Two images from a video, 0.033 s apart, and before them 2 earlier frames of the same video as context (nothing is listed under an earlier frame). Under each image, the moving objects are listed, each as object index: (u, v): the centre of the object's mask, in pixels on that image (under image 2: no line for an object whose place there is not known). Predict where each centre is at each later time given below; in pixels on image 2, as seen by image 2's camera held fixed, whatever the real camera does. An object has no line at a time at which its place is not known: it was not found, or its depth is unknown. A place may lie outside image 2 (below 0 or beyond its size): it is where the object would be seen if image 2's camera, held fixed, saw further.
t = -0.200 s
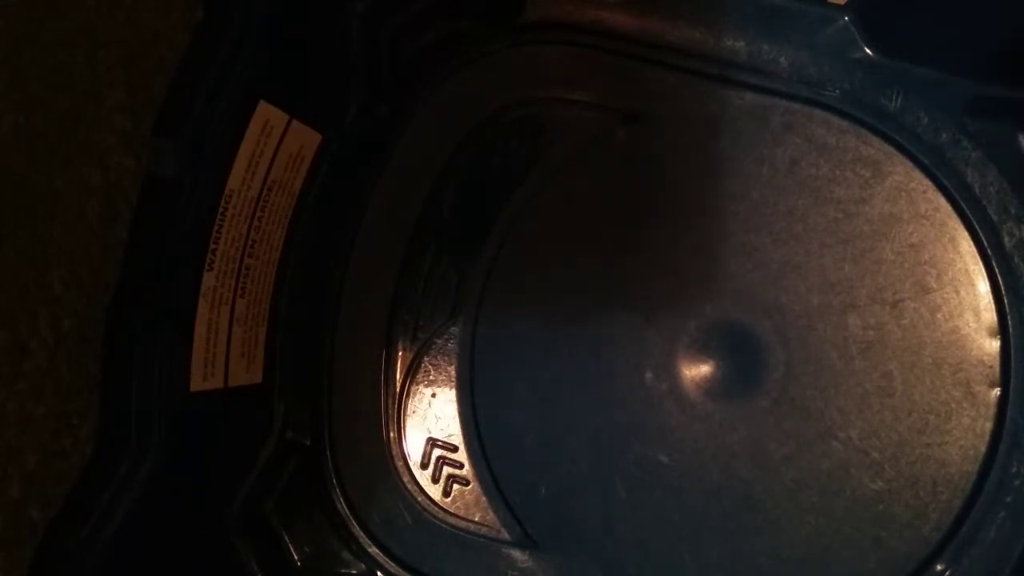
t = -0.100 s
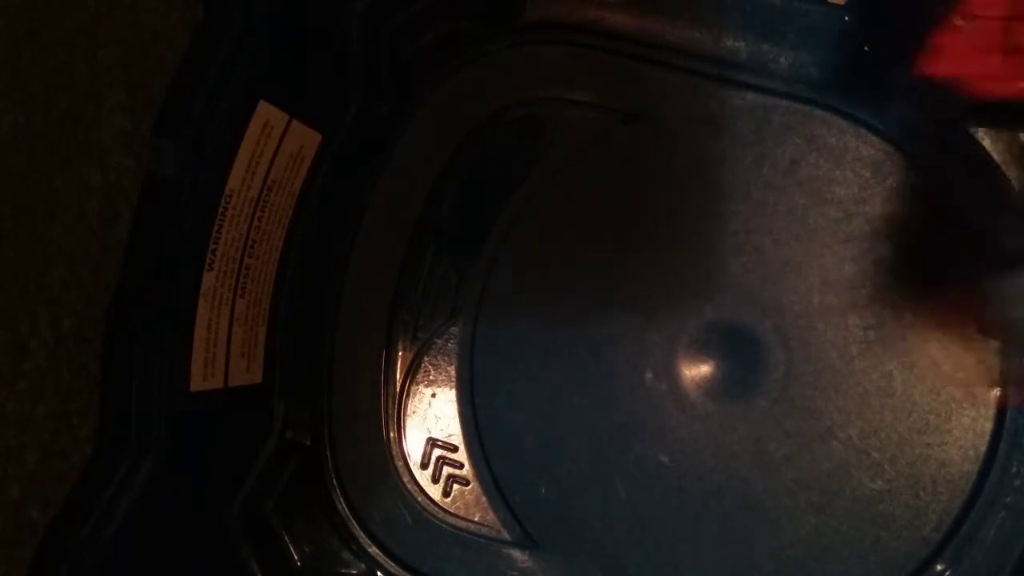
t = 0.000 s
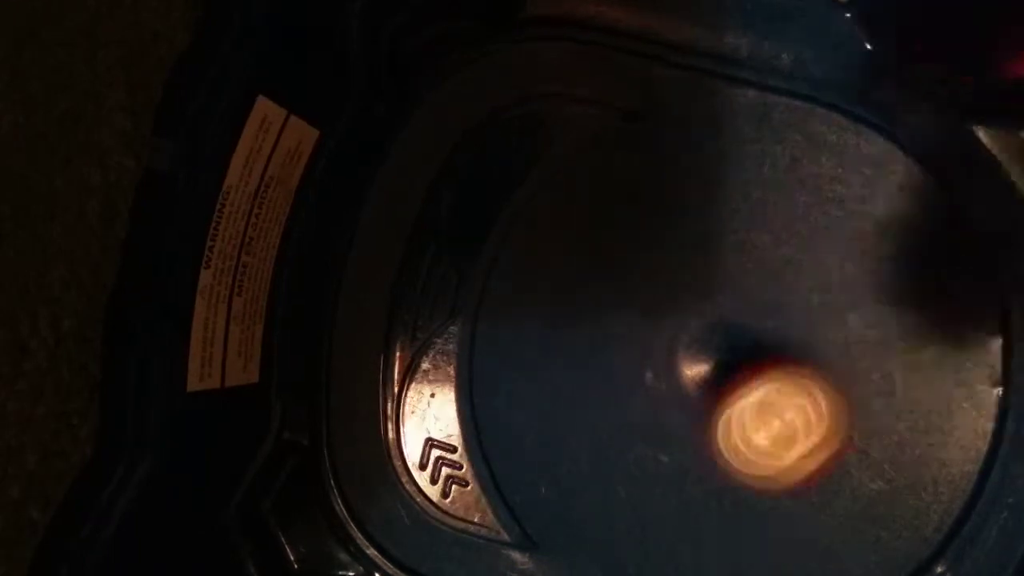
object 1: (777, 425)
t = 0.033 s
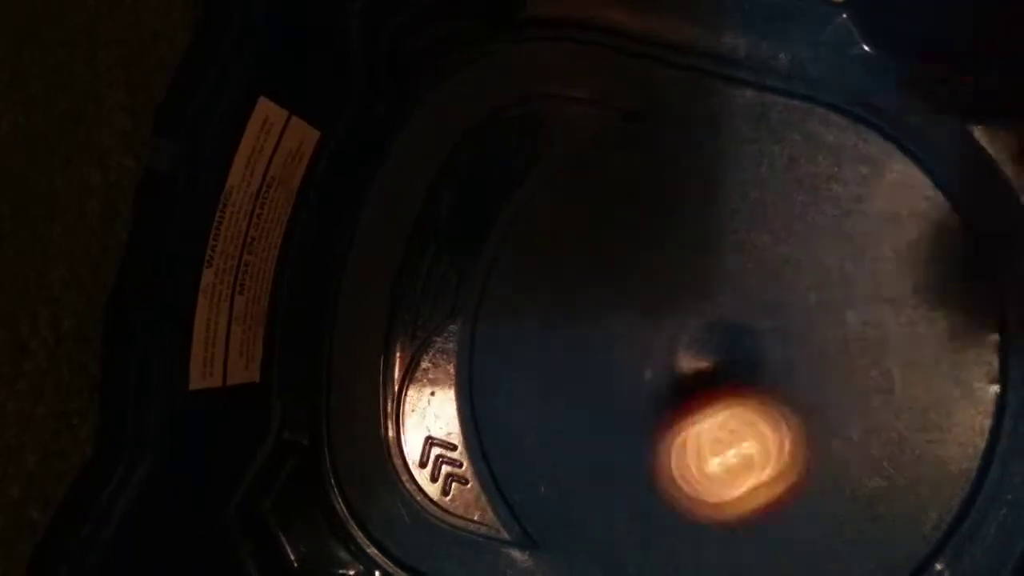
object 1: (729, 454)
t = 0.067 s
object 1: (675, 481)
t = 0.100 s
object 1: (622, 500)
